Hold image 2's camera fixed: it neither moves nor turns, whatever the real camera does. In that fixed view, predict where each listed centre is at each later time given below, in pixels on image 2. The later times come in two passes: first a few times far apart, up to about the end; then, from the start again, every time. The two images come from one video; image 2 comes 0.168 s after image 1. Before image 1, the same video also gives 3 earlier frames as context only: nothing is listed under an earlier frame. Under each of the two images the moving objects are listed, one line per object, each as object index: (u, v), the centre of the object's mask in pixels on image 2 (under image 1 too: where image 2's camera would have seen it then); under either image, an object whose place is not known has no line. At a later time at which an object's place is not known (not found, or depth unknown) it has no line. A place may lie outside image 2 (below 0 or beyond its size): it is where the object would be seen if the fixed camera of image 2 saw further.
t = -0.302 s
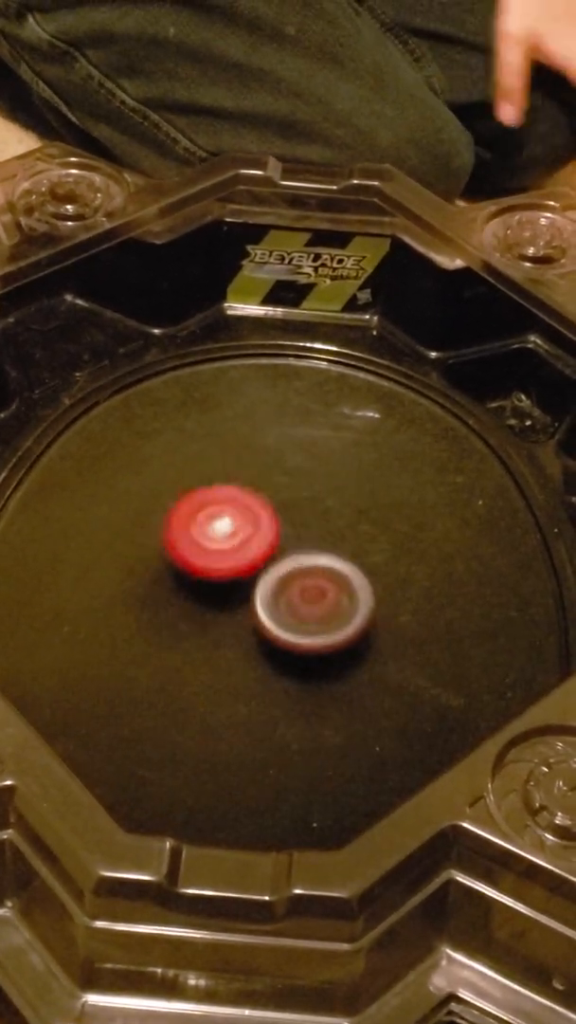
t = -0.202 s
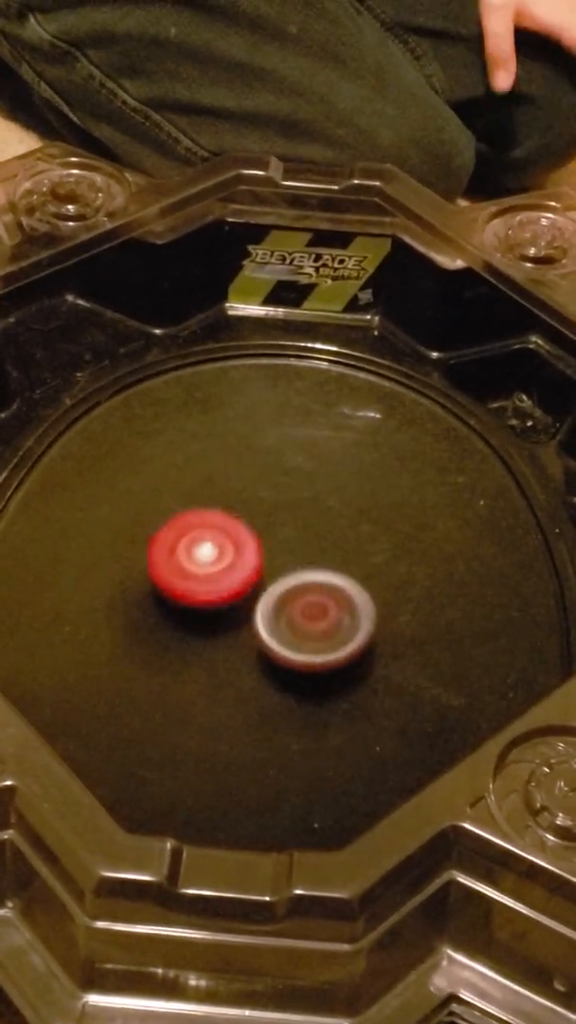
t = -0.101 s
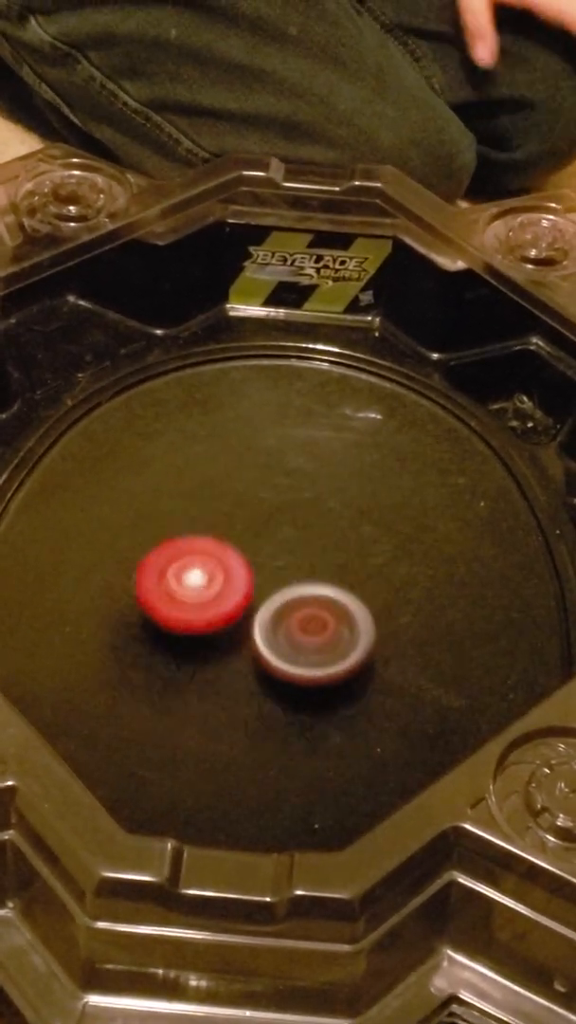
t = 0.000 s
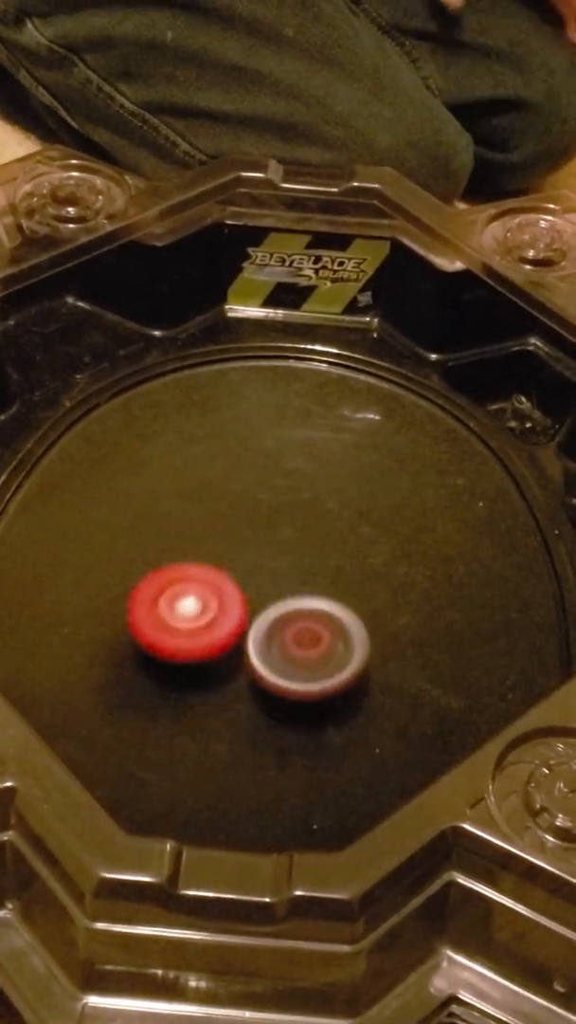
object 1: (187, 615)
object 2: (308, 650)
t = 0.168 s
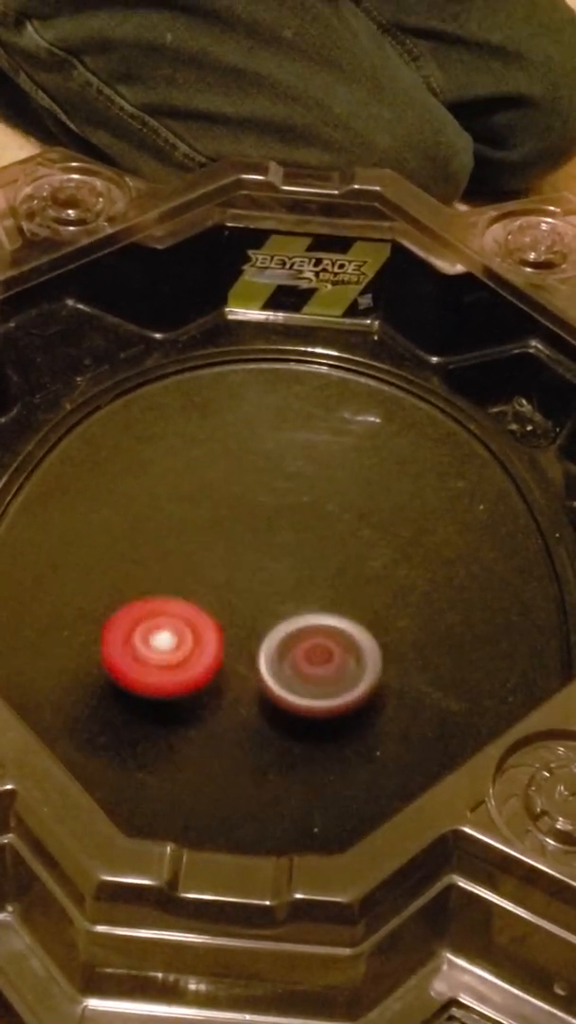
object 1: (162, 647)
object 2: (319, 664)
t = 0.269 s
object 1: (160, 663)
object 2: (313, 666)
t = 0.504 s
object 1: (172, 681)
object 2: (327, 636)
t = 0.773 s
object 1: (227, 638)
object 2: (345, 599)
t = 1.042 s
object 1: (231, 575)
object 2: (351, 562)
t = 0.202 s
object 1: (159, 652)
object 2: (319, 665)
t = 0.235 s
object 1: (158, 658)
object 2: (317, 665)
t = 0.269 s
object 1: (160, 663)
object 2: (313, 666)
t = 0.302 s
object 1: (164, 667)
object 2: (309, 664)
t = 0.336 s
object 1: (169, 671)
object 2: (304, 662)
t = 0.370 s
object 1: (174, 674)
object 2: (302, 659)
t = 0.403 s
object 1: (169, 676)
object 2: (311, 652)
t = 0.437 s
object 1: (168, 679)
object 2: (317, 647)
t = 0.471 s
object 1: (168, 680)
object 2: (323, 641)
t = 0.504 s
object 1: (172, 681)
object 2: (327, 636)
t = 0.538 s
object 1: (178, 680)
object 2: (332, 631)
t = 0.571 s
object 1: (184, 678)
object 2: (334, 626)
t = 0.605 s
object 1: (192, 674)
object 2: (337, 622)
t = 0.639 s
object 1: (201, 668)
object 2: (338, 618)
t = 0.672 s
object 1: (209, 662)
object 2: (339, 614)
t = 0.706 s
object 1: (218, 654)
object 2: (341, 609)
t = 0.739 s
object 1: (226, 645)
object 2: (340, 605)
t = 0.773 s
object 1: (227, 638)
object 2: (345, 599)
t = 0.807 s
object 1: (227, 630)
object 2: (349, 593)
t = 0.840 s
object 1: (227, 622)
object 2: (351, 587)
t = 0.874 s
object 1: (226, 613)
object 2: (354, 582)
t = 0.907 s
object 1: (227, 604)
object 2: (354, 577)
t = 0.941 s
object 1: (228, 596)
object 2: (355, 573)
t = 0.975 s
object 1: (229, 589)
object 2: (355, 569)
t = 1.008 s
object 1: (230, 582)
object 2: (354, 566)
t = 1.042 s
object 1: (231, 575)
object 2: (351, 562)
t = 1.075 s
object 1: (224, 569)
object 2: (354, 556)
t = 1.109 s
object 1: (213, 565)
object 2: (360, 552)
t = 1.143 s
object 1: (204, 563)
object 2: (365, 547)
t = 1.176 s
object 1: (198, 562)
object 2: (370, 544)
